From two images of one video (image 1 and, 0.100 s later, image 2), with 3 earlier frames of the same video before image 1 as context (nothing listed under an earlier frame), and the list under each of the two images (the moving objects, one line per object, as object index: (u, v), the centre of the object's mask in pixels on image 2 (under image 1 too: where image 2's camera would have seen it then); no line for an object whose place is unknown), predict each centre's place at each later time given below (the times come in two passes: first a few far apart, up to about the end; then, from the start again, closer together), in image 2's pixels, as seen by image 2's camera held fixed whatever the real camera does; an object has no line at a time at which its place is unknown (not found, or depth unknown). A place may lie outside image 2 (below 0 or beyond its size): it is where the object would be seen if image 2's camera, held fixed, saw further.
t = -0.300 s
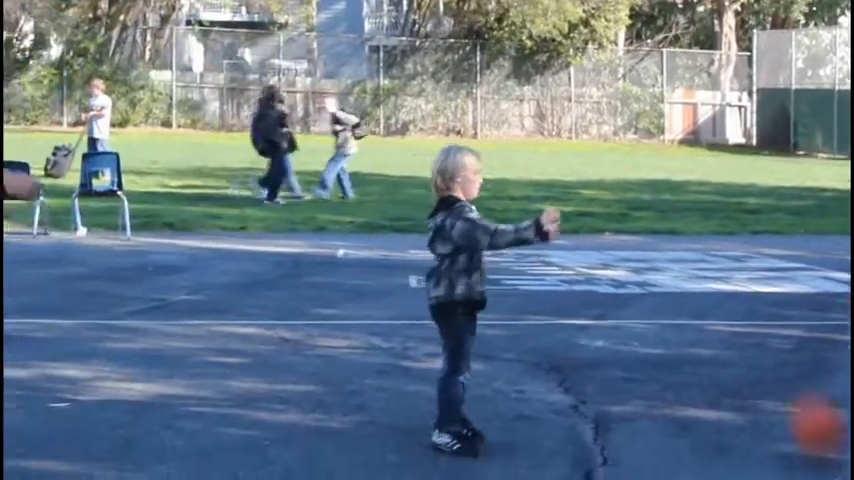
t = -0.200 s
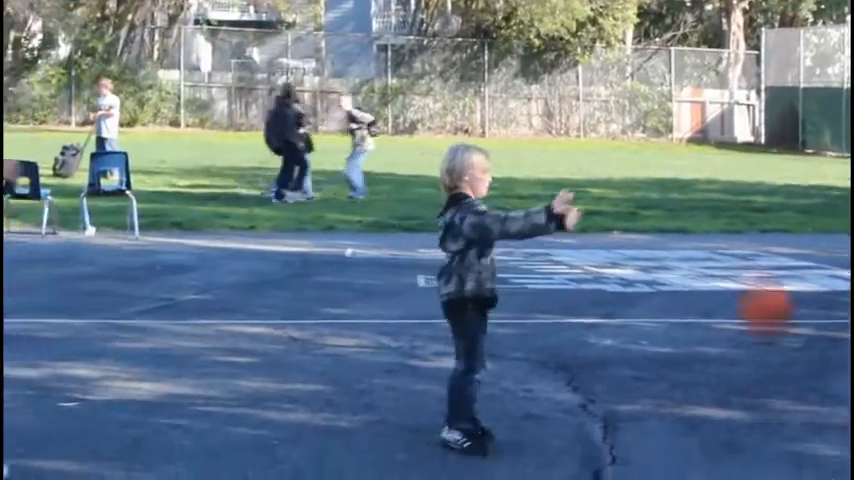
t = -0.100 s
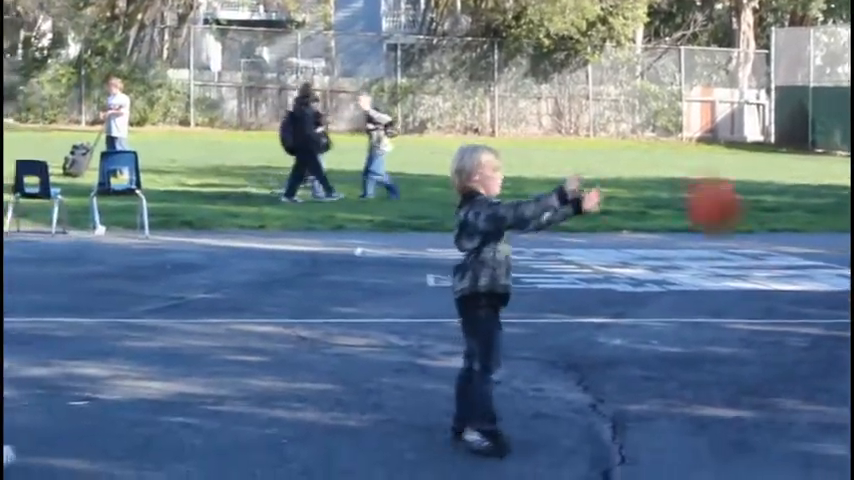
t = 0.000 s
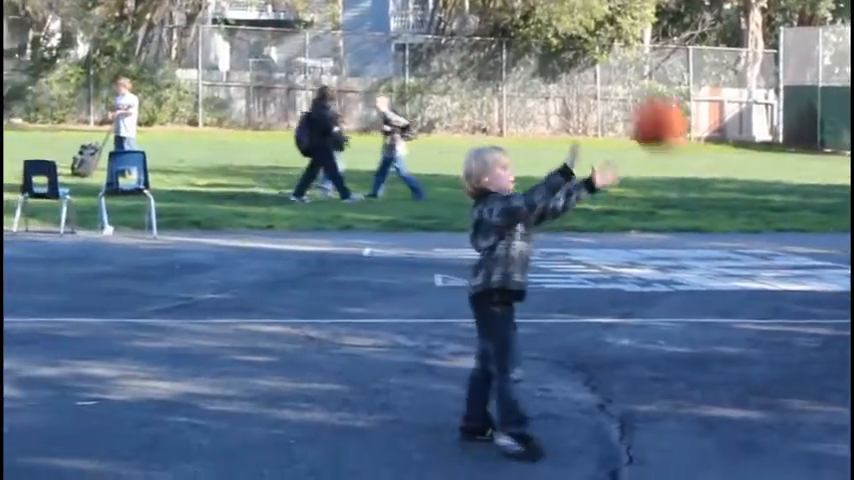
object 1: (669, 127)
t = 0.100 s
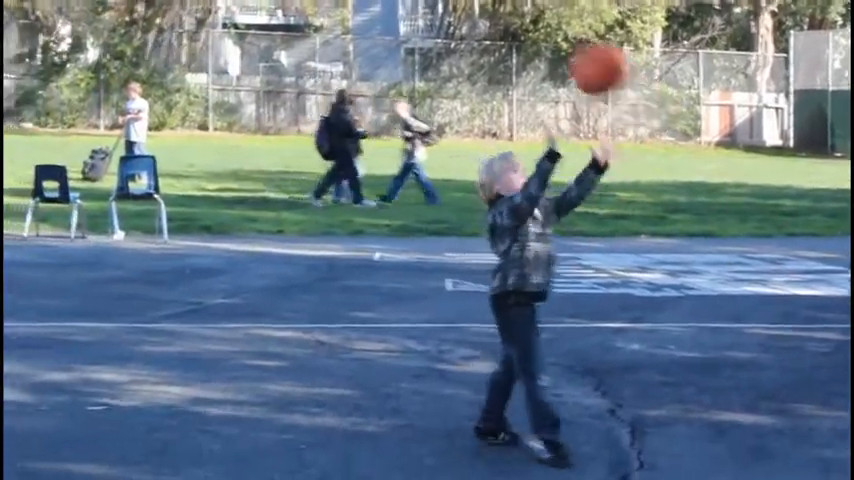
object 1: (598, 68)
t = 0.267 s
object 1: (486, 24)
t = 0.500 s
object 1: (323, 81)
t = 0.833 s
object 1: (88, 434)
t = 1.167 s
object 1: (-91, 196)
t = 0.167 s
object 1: (552, 43)
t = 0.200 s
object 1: (530, 33)
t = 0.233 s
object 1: (507, 27)
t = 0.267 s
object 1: (486, 24)
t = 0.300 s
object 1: (464, 24)
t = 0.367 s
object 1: (416, 32)
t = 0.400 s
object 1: (392, 40)
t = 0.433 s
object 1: (371, 49)
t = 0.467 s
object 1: (349, 60)
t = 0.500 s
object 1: (323, 81)
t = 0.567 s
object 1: (278, 124)
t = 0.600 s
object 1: (255, 152)
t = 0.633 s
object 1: (232, 180)
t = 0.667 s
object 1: (208, 217)
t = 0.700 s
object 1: (185, 251)
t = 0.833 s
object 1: (88, 434)
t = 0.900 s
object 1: (51, 401)
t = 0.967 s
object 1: (17, 331)
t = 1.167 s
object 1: (-91, 196)
